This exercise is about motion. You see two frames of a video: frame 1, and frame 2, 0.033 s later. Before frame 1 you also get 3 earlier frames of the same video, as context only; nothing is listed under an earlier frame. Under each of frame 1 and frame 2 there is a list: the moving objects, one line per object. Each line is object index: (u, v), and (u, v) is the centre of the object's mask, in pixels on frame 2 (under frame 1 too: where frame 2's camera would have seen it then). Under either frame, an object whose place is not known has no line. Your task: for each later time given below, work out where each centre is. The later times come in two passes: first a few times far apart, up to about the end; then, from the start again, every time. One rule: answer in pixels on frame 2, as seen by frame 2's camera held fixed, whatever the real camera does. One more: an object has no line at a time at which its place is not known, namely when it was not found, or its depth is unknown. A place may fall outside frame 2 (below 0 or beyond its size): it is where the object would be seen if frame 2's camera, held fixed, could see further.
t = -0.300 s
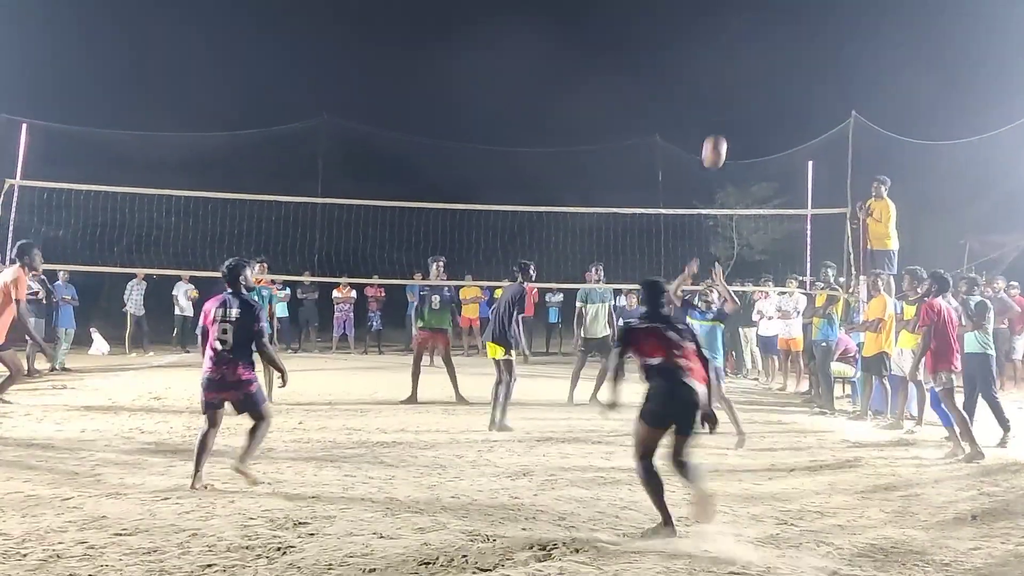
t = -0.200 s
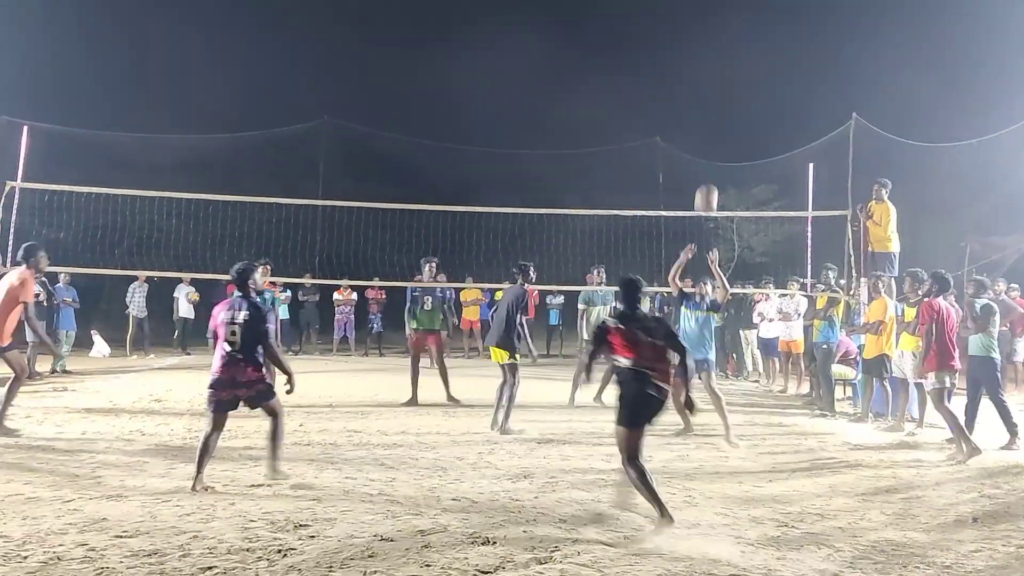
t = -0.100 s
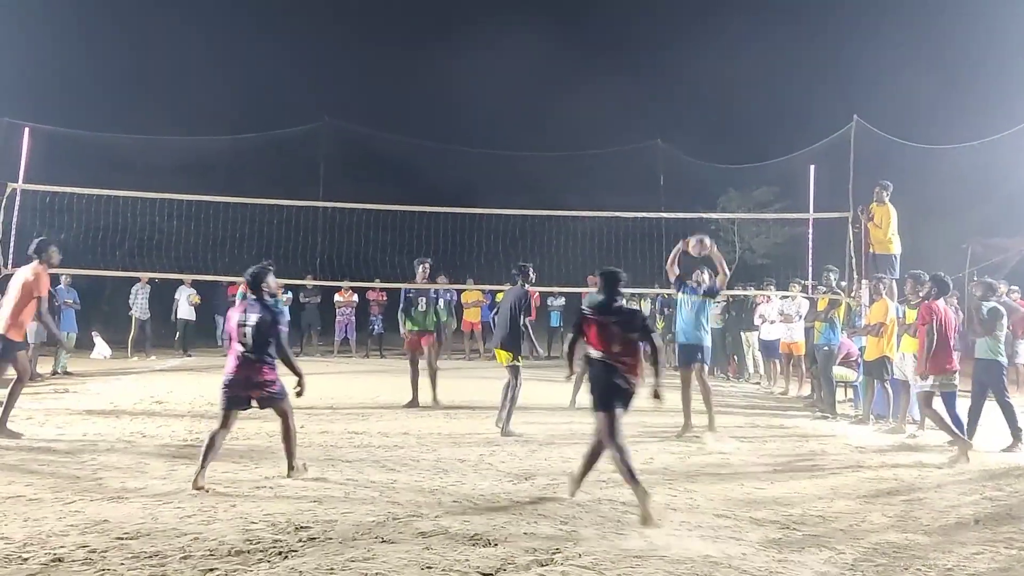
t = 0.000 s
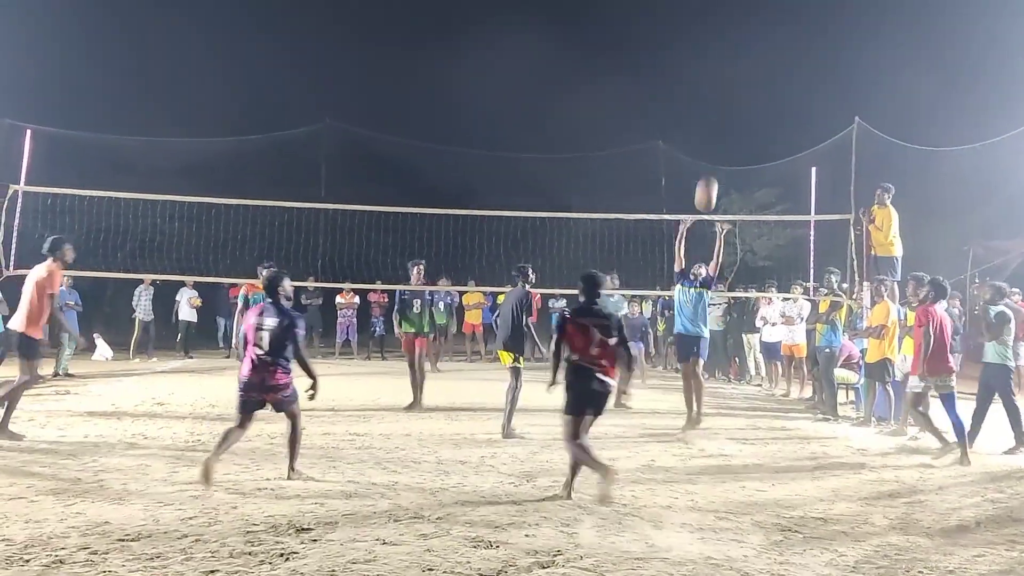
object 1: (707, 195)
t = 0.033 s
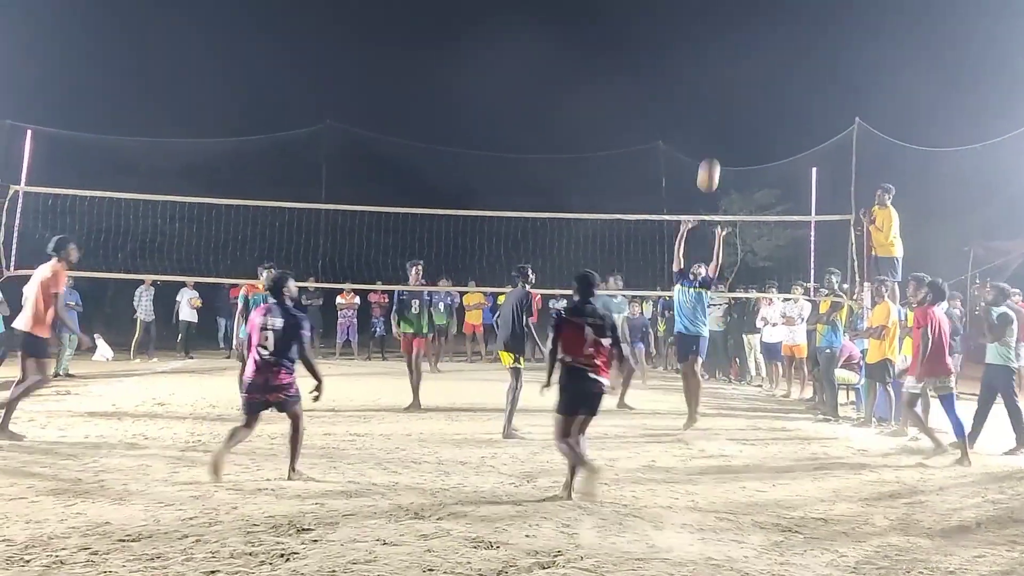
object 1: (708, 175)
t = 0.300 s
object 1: (722, 65)
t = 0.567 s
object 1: (732, 27)
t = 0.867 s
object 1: (739, 59)
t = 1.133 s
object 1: (744, 152)
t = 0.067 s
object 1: (710, 157)
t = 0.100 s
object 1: (712, 140)
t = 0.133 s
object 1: (714, 125)
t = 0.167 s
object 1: (716, 111)
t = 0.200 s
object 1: (717, 97)
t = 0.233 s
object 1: (719, 86)
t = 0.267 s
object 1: (720, 75)
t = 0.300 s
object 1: (722, 65)
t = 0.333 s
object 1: (723, 57)
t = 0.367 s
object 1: (725, 49)
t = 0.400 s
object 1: (726, 43)
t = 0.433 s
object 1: (727, 38)
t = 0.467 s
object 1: (728, 34)
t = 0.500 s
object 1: (730, 30)
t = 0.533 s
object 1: (731, 28)
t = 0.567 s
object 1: (732, 27)
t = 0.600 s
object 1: (733, 26)
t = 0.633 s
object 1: (734, 27)
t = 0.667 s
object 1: (735, 29)
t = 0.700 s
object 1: (735, 32)
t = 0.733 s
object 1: (736, 35)
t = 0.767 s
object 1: (737, 40)
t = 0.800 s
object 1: (738, 46)
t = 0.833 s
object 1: (739, 52)
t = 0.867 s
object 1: (739, 59)
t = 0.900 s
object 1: (740, 68)
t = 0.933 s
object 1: (741, 77)
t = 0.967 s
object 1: (741, 87)
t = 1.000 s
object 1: (742, 99)
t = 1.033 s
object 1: (742, 111)
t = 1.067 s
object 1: (743, 124)
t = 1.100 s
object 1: (743, 137)
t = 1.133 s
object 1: (744, 152)
